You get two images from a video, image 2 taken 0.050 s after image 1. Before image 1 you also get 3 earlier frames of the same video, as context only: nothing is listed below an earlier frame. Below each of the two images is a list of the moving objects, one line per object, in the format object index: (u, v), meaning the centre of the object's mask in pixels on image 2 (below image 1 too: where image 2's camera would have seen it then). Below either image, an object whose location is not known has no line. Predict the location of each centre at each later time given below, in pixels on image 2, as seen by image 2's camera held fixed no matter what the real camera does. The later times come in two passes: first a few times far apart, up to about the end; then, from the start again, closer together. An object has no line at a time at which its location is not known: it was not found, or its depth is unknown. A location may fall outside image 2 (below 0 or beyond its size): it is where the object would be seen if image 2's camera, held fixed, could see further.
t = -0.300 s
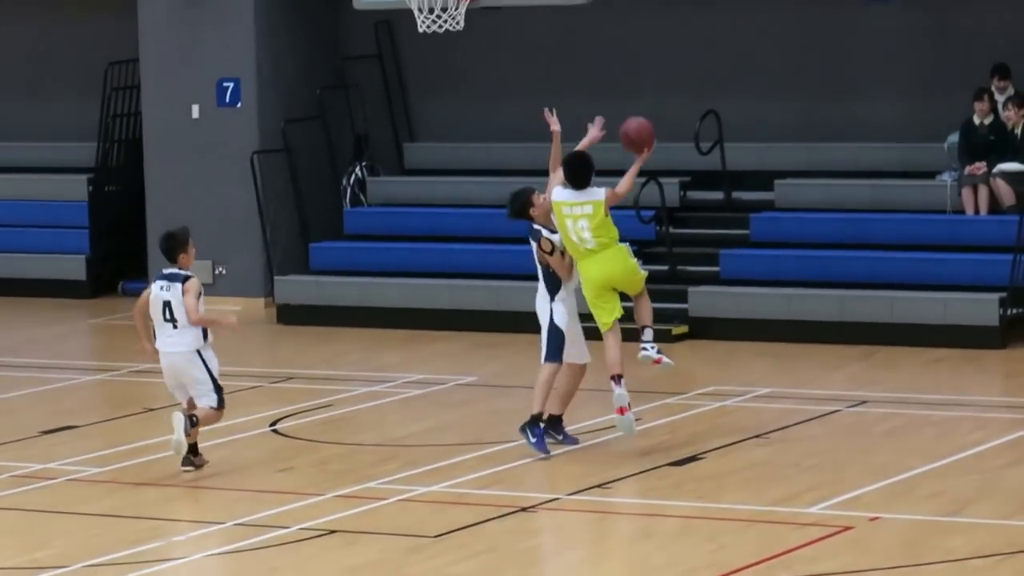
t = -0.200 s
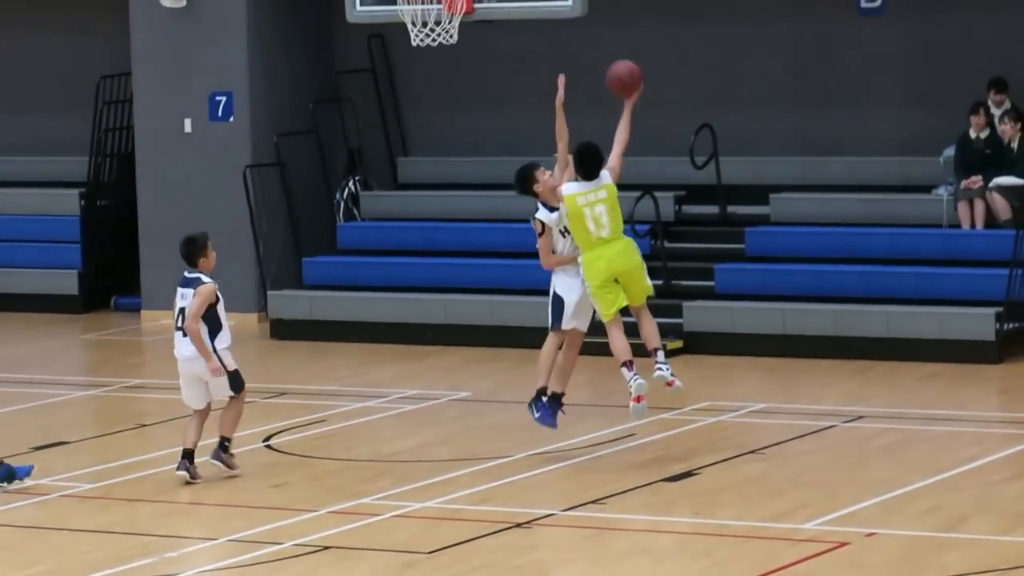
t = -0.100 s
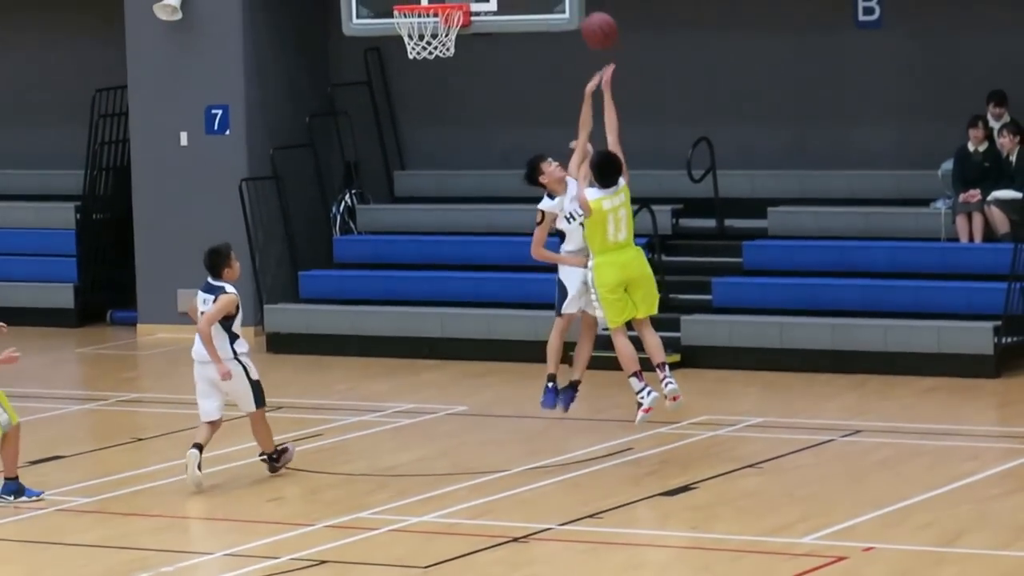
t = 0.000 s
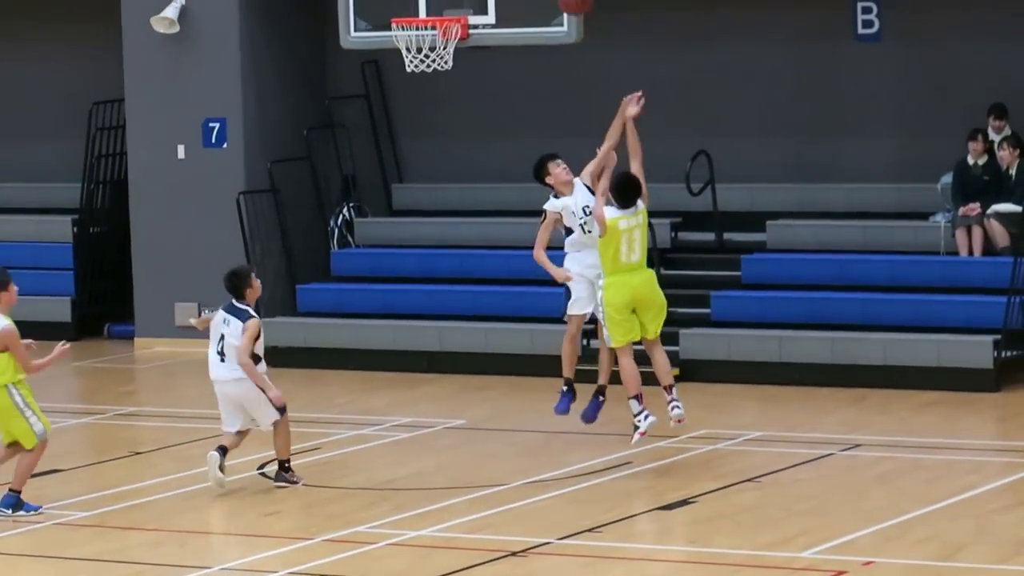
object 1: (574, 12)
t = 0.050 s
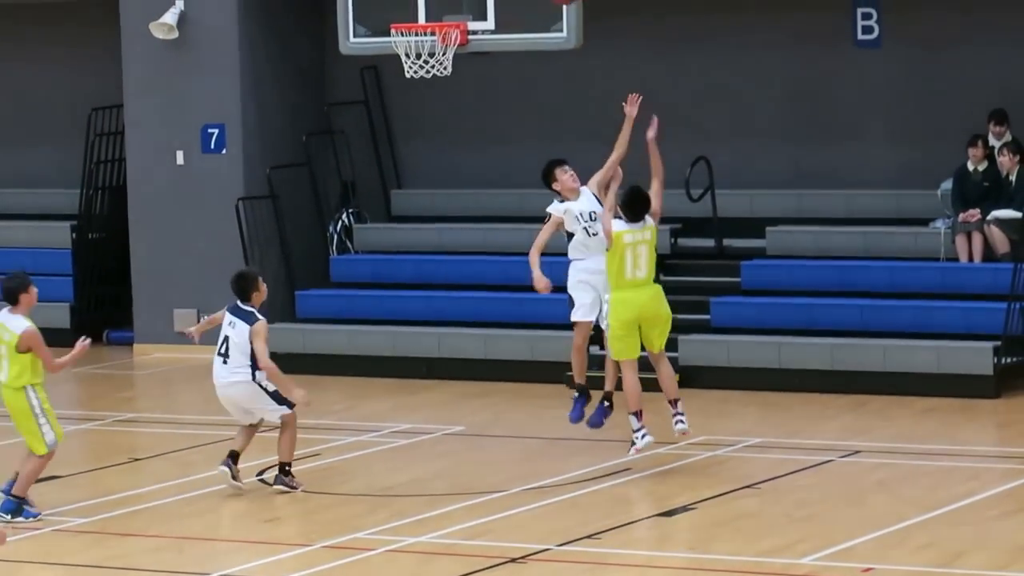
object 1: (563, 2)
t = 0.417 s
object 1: (494, -18)
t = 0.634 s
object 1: (445, -3)
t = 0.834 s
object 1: (407, 2)
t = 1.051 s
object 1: (388, 6)
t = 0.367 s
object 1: (503, -21)
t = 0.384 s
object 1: (501, -20)
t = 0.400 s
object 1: (497, -19)
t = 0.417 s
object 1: (494, -18)
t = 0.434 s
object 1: (489, -18)
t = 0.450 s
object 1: (485, -17)
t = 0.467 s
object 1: (481, -16)
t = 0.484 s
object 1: (476, -14)
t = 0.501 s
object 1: (473, -12)
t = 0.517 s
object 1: (469, -8)
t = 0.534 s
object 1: (465, -5)
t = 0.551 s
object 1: (462, 0)
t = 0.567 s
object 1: (458, 4)
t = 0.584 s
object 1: (455, 3)
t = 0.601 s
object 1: (451, 0)
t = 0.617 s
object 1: (448, -2)
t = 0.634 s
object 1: (445, -3)
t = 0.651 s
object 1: (442, -4)
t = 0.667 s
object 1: (440, -6)
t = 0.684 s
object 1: (436, -6)
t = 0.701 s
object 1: (433, -7)
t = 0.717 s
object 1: (430, -7)
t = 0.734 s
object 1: (426, -7)
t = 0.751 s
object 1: (423, -7)
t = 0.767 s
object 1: (420, -6)
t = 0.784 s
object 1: (416, -4)
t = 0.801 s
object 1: (413, -2)
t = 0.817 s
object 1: (410, 0)
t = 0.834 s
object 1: (407, 2)
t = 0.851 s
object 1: (403, 6)
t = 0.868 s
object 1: (401, 8)
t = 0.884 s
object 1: (399, 8)
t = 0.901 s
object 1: (398, 7)
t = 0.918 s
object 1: (397, 6)
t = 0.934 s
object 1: (397, 6)
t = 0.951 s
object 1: (396, 6)
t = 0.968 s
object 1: (395, 5)
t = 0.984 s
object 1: (394, 6)
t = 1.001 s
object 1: (392, 6)
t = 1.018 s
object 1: (391, 7)
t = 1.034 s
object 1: (390, 7)
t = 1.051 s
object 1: (388, 6)
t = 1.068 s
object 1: (387, 6)
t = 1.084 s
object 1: (386, 7)
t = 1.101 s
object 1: (384, 7)
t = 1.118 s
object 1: (382, 7)
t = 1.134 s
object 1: (381, 8)
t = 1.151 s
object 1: (379, 8)
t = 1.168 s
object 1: (378, 9)
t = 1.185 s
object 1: (376, 10)
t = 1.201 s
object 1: (374, 11)
